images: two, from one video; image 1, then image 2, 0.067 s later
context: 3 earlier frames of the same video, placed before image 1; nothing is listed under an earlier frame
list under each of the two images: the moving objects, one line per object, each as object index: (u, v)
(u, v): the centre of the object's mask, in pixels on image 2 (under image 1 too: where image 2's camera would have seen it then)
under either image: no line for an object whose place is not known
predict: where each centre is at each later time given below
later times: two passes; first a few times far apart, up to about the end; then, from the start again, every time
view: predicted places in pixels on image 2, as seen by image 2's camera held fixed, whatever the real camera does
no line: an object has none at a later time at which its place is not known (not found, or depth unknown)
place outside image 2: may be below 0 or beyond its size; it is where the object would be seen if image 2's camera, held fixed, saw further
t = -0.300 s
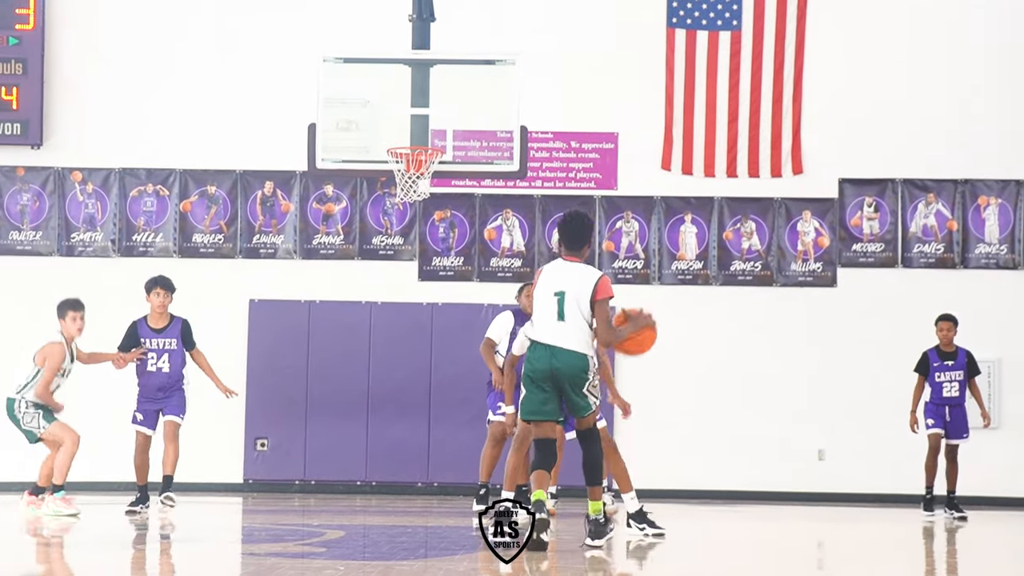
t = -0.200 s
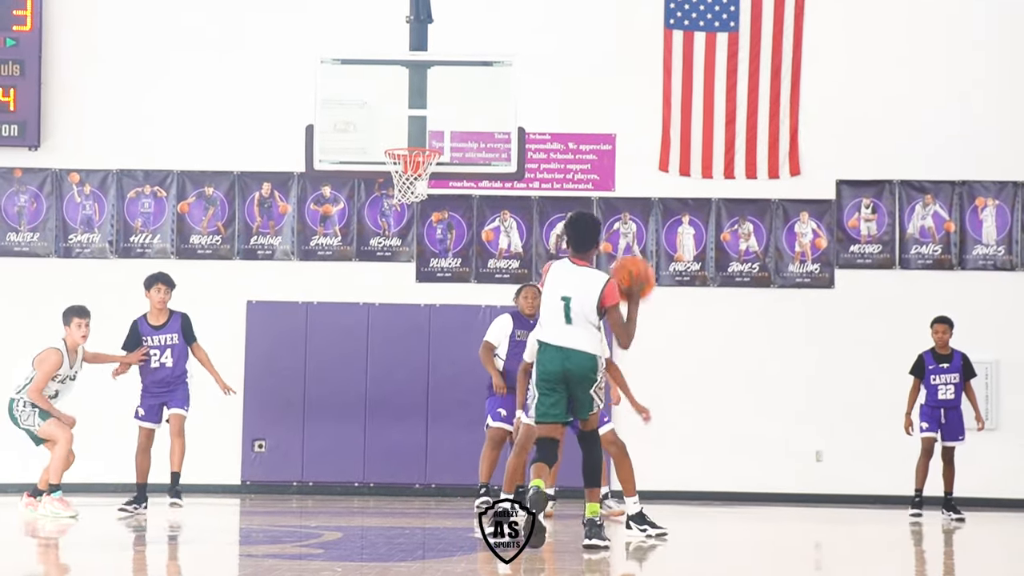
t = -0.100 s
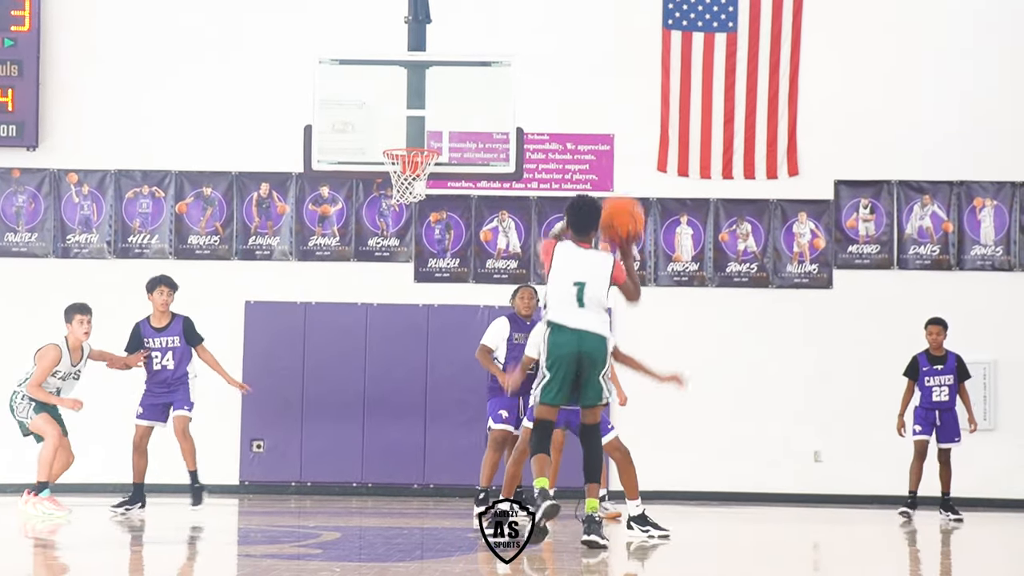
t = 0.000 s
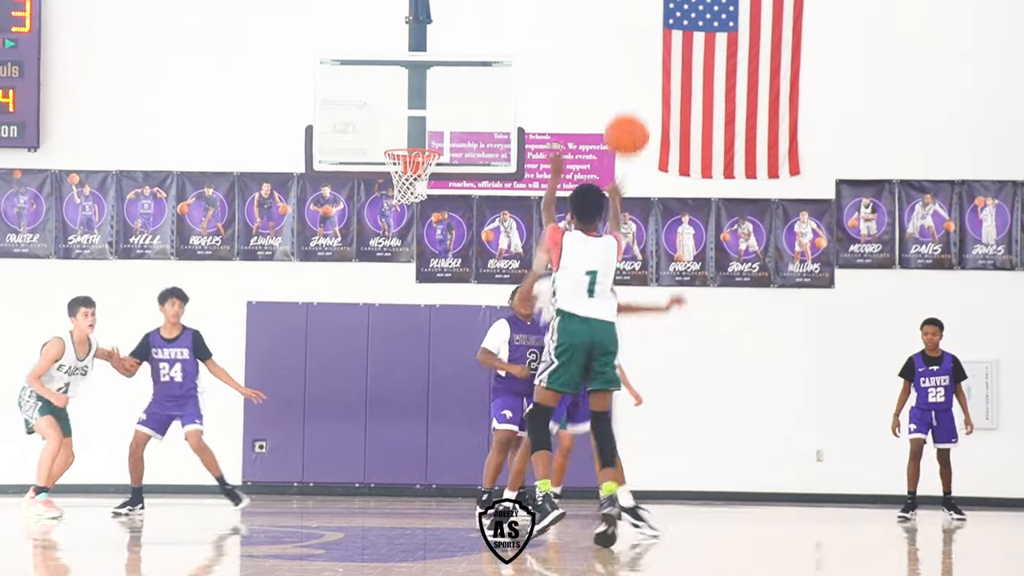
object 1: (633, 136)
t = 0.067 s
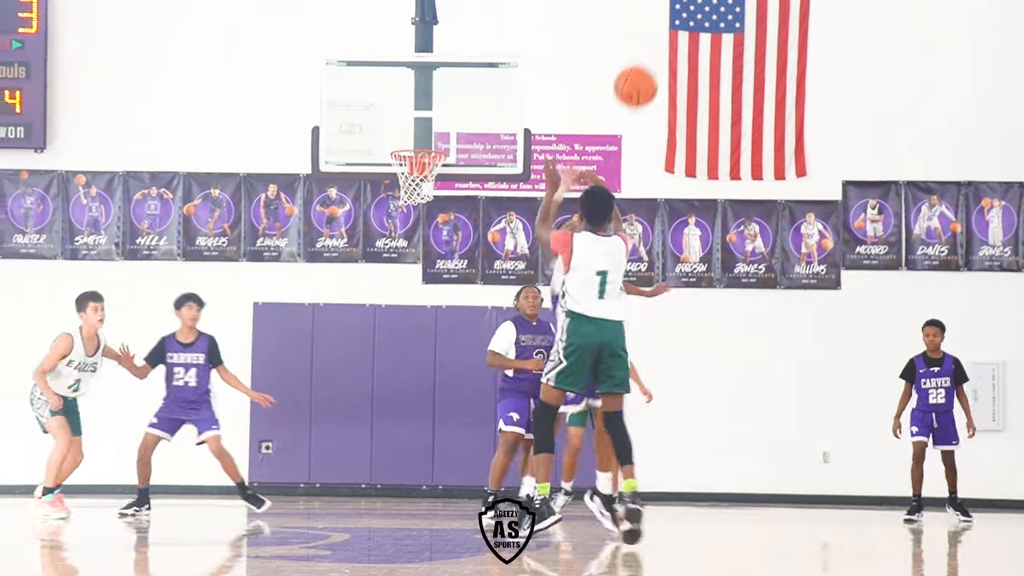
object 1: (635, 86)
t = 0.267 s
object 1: (641, -2)
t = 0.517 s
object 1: (650, -3)
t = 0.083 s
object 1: (636, 76)
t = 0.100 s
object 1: (634, 66)
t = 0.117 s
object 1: (634, 56)
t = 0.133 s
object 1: (634, 48)
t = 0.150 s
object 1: (635, 39)
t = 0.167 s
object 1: (636, 31)
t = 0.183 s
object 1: (637, 25)
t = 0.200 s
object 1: (639, 18)
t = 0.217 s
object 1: (639, 13)
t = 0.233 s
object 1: (640, 7)
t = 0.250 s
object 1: (641, 3)
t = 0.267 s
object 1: (641, -2)
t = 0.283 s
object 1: (642, -6)
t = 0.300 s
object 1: (640, -13)
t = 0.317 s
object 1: (639, -19)
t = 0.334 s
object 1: (641, -19)
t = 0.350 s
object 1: (644, -19)
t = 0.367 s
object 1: (646, -18)
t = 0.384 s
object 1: (646, -18)
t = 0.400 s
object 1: (647, -17)
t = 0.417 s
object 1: (648, -16)
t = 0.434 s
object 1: (648, -14)
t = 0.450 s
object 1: (649, -12)
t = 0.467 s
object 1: (649, -10)
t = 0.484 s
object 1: (649, -8)
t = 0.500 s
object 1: (649, -6)
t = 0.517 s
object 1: (650, -3)
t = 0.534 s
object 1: (650, 0)
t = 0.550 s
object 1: (650, 5)
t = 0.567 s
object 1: (650, 9)
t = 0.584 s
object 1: (651, 14)
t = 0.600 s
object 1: (651, 19)
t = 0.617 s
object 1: (651, 25)
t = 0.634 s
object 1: (651, 31)
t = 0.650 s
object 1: (651, 37)
